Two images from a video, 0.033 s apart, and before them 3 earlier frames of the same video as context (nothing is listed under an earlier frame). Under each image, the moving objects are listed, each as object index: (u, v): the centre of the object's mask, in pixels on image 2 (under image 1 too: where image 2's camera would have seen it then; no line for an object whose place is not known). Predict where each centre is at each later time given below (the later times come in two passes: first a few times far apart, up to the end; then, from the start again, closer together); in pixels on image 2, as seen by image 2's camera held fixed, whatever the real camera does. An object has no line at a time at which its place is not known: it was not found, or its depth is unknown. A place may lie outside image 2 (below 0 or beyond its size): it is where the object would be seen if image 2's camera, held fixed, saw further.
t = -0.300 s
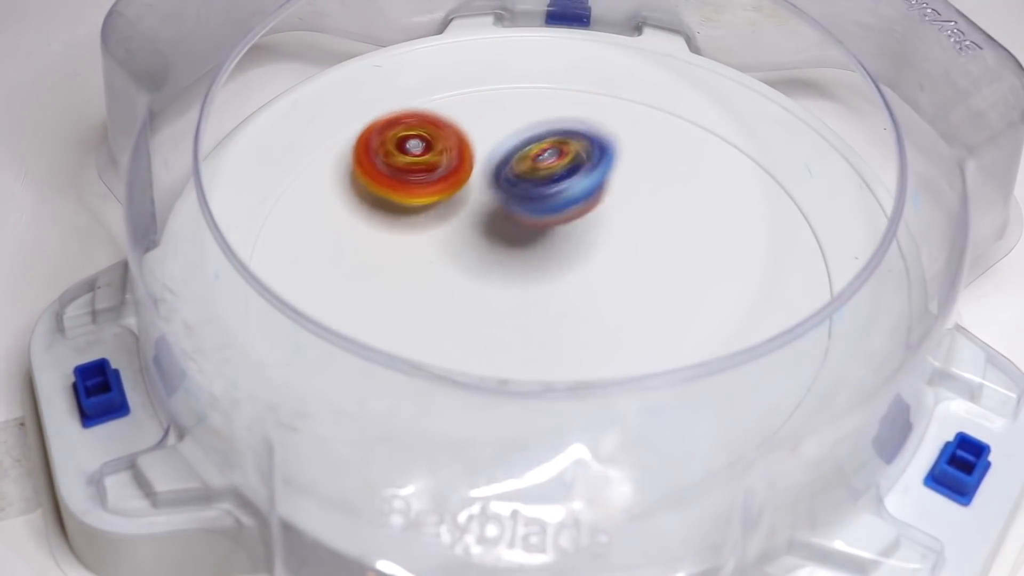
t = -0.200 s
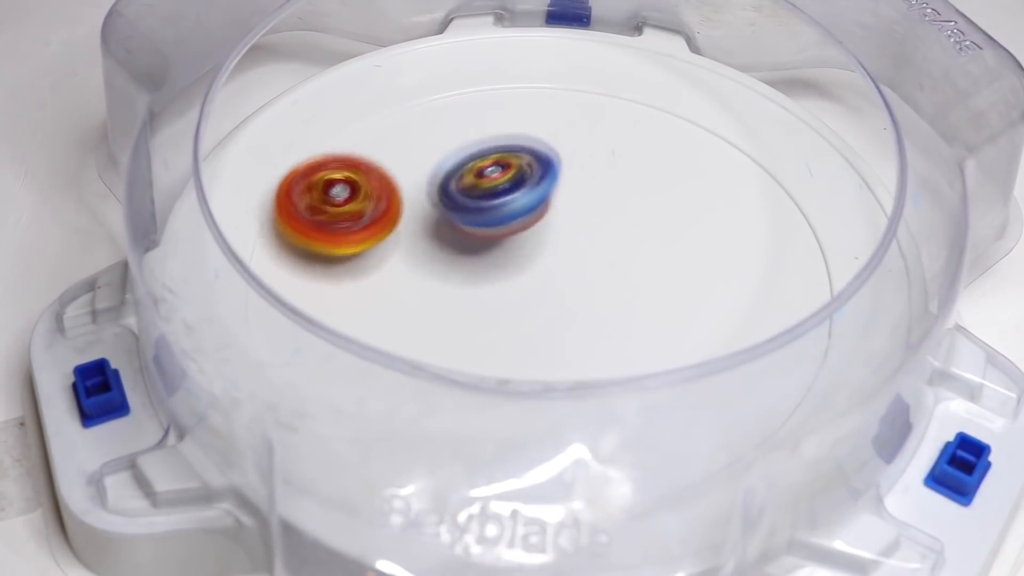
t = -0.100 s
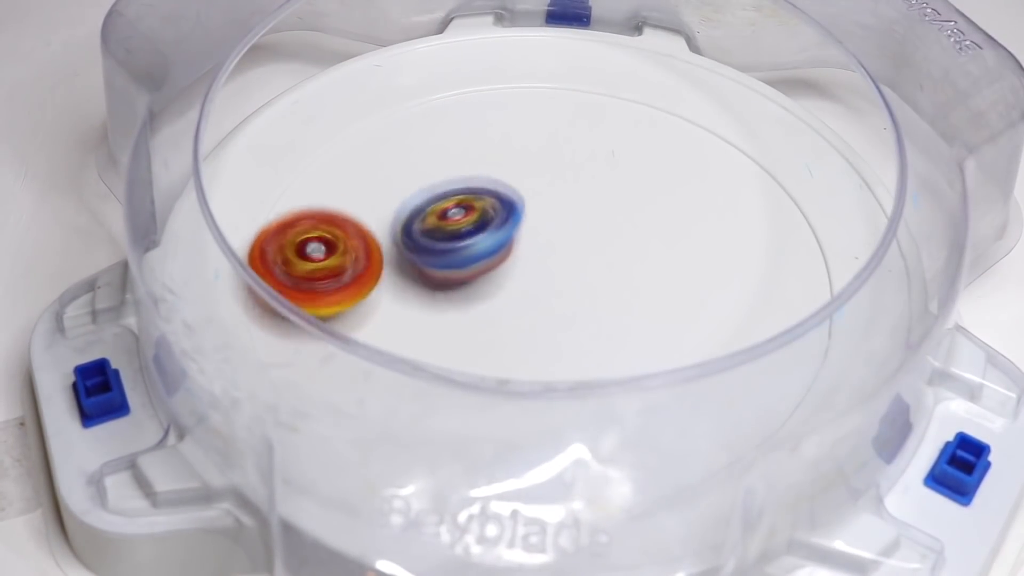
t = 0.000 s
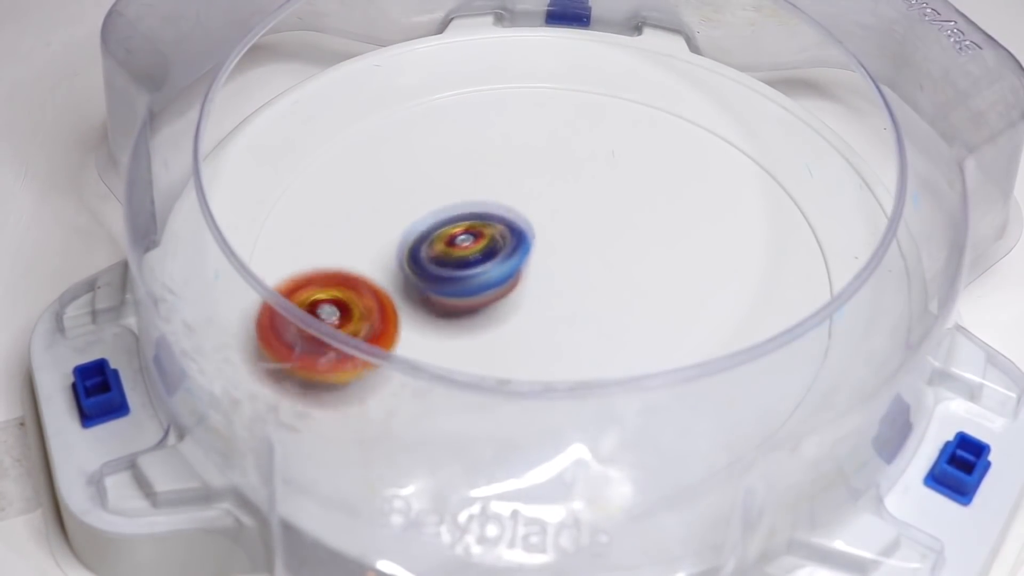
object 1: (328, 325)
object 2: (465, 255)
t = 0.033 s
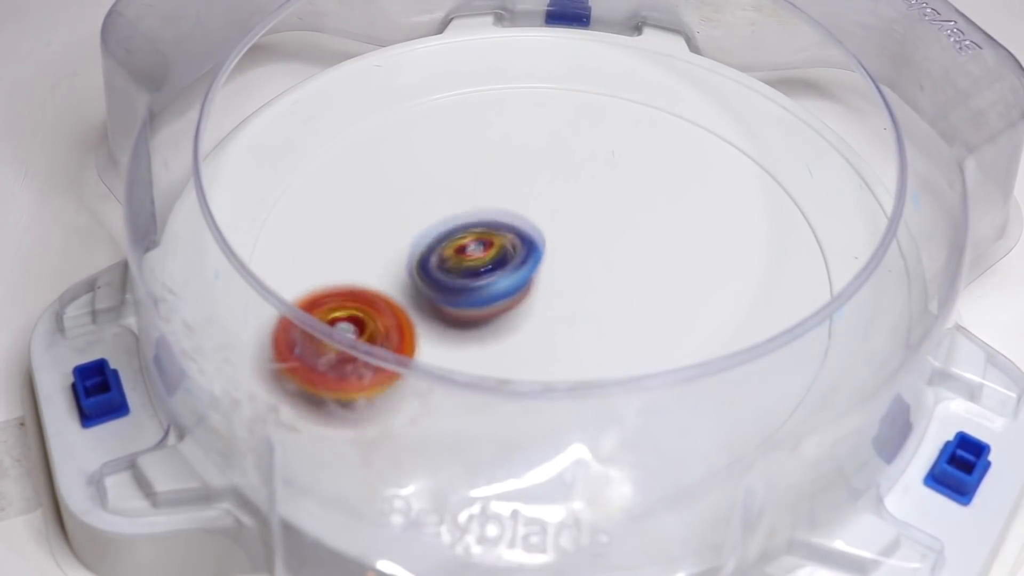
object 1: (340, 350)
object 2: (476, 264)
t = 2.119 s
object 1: (478, 272)
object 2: (673, 450)
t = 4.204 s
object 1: (606, 236)
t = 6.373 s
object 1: (489, 270)
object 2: (393, 137)
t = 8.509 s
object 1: (560, 262)
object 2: (505, 124)
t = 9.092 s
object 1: (529, 233)
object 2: (600, 389)
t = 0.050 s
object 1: (354, 356)
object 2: (481, 277)
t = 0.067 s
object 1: (367, 363)
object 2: (486, 279)
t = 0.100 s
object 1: (400, 375)
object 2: (498, 289)
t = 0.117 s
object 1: (415, 379)
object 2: (505, 289)
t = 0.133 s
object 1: (431, 383)
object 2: (512, 291)
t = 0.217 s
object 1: (508, 400)
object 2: (557, 292)
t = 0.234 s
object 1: (527, 402)
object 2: (565, 291)
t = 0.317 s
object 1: (593, 407)
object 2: (602, 259)
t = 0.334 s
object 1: (607, 403)
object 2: (607, 251)
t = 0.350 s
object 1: (618, 404)
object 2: (610, 243)
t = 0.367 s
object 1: (626, 397)
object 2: (612, 236)
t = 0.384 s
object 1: (639, 395)
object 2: (613, 229)
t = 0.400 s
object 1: (647, 393)
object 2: (612, 222)
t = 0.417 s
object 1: (655, 371)
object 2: (610, 216)
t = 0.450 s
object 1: (663, 355)
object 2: (603, 206)
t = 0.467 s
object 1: (661, 337)
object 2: (598, 201)
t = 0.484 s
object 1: (665, 332)
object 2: (592, 197)
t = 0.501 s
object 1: (669, 325)
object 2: (585, 194)
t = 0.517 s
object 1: (671, 319)
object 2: (576, 190)
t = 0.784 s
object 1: (549, 182)
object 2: (389, 228)
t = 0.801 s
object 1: (538, 179)
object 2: (379, 233)
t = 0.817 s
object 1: (528, 177)
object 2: (369, 243)
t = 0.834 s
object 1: (518, 176)
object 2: (361, 251)
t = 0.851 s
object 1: (507, 177)
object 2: (353, 260)
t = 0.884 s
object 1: (487, 180)
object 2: (345, 276)
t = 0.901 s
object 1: (478, 183)
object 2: (344, 283)
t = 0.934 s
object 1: (460, 190)
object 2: (337, 312)
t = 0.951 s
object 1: (451, 196)
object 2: (339, 321)
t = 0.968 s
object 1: (443, 201)
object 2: (341, 333)
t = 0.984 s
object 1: (436, 207)
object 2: (340, 351)
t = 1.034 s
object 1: (421, 228)
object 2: (370, 381)
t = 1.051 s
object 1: (418, 235)
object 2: (381, 394)
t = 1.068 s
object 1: (416, 243)
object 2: (397, 404)
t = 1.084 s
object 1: (416, 252)
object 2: (415, 414)
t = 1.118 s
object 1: (418, 268)
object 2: (460, 439)
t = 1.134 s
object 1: (421, 276)
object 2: (487, 432)
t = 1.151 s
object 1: (427, 284)
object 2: (511, 440)
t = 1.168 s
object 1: (432, 291)
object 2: (534, 449)
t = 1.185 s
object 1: (439, 298)
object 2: (565, 438)
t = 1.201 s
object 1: (448, 305)
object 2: (606, 432)
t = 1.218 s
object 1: (457, 311)
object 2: (630, 431)
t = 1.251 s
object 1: (478, 321)
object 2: (679, 403)
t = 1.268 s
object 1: (489, 324)
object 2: (693, 389)
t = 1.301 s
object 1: (514, 328)
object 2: (727, 352)
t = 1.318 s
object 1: (526, 329)
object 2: (741, 334)
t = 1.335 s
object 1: (538, 328)
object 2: (743, 307)
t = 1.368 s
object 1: (562, 325)
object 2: (764, 278)
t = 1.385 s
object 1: (572, 322)
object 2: (766, 260)
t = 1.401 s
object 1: (582, 319)
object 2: (765, 238)
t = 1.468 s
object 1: (613, 302)
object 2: (740, 167)
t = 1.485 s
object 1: (618, 296)
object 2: (728, 151)
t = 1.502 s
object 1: (623, 291)
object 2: (715, 135)
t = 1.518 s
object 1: (626, 285)
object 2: (700, 120)
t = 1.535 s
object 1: (628, 279)
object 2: (684, 106)
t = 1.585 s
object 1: (627, 262)
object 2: (628, 72)
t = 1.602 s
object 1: (625, 257)
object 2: (606, 63)
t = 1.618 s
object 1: (621, 253)
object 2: (586, 57)
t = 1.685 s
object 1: (601, 238)
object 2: (486, 58)
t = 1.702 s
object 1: (595, 237)
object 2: (461, 63)
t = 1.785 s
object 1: (557, 228)
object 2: (339, 111)
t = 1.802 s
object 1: (548, 227)
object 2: (315, 126)
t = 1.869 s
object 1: (511, 223)
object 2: (258, 213)
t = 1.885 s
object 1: (502, 223)
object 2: (252, 241)
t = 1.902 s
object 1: (494, 223)
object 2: (254, 270)
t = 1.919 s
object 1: (487, 225)
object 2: (260, 299)
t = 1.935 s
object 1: (482, 227)
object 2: (270, 328)
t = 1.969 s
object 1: (471, 232)
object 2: (316, 380)
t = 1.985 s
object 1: (468, 235)
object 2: (344, 408)
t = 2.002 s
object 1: (466, 238)
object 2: (376, 428)
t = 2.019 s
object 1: (465, 242)
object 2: (415, 442)
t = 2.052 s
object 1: (465, 252)
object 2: (501, 457)
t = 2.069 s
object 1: (467, 257)
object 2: (542, 457)
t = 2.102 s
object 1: (473, 266)
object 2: (630, 465)
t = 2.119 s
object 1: (478, 272)
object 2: (673, 450)
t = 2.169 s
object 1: (496, 283)
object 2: (771, 404)
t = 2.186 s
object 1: (502, 286)
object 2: (794, 387)
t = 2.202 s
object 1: (510, 288)
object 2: (812, 355)
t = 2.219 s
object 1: (517, 289)
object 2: (826, 328)
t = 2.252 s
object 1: (531, 290)
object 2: (833, 269)
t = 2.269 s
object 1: (539, 289)
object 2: (823, 240)
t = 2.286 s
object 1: (546, 288)
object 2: (824, 214)
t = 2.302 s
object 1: (554, 286)
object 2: (811, 188)
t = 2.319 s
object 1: (561, 284)
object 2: (795, 163)
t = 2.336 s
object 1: (568, 280)
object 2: (774, 140)
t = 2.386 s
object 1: (584, 269)
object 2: (686, 85)
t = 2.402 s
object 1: (587, 263)
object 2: (650, 70)
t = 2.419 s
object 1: (591, 258)
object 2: (615, 62)
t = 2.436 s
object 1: (593, 253)
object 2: (577, 60)
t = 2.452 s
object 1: (594, 248)
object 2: (535, 56)
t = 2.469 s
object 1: (594, 243)
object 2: (495, 54)
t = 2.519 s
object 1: (588, 228)
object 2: (383, 83)
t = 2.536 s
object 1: (585, 223)
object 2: (353, 99)
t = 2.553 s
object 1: (580, 219)
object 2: (324, 120)
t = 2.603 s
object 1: (562, 210)
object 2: (266, 191)
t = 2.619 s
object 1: (554, 208)
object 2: (257, 221)
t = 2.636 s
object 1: (546, 207)
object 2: (252, 252)
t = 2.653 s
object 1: (539, 207)
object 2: (256, 283)
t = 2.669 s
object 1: (531, 207)
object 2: (266, 313)
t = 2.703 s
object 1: (516, 211)
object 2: (306, 369)
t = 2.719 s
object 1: (510, 215)
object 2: (327, 399)
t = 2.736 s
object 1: (503, 219)
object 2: (362, 419)
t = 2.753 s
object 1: (498, 223)
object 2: (396, 436)
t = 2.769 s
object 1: (493, 228)
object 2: (438, 449)
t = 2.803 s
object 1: (488, 239)
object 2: (517, 459)
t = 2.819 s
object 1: (487, 246)
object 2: (561, 460)
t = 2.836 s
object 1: (488, 253)
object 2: (601, 466)
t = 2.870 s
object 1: (490, 266)
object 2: (685, 449)
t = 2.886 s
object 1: (493, 272)
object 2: (707, 438)
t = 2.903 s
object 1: (497, 278)
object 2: (735, 425)
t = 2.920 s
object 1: (502, 283)
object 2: (765, 409)
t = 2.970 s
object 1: (521, 298)
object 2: (820, 342)
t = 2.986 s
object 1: (529, 301)
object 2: (827, 320)
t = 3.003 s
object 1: (537, 303)
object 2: (833, 287)
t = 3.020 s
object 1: (545, 305)
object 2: (834, 263)
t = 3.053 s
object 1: (561, 306)
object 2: (825, 218)
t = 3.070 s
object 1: (569, 305)
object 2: (815, 192)
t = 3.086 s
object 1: (578, 304)
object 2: (801, 169)
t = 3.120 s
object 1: (593, 299)
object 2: (762, 130)
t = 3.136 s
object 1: (600, 295)
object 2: (738, 112)
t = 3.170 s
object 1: (611, 288)
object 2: (685, 80)
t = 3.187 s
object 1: (615, 283)
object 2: (654, 70)
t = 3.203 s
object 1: (618, 278)
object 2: (622, 64)
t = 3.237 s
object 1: (622, 266)
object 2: (554, 50)
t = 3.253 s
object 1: (622, 260)
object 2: (517, 54)
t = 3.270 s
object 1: (621, 254)
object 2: (480, 55)
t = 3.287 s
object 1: (620, 248)
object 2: (445, 62)
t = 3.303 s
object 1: (617, 241)
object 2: (411, 72)
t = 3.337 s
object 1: (608, 231)
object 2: (349, 100)
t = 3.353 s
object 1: (602, 226)
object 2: (322, 120)
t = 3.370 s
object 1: (595, 222)
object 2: (299, 143)
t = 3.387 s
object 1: (587, 219)
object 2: (279, 165)
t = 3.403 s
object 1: (578, 216)
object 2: (267, 192)
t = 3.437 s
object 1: (561, 212)
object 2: (254, 250)
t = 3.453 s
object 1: (551, 212)
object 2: (255, 281)
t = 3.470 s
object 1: (542, 212)
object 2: (264, 311)
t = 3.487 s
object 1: (533, 214)
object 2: (281, 337)
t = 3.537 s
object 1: (507, 223)
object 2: (355, 412)
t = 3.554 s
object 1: (500, 227)
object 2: (388, 430)
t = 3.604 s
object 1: (481, 243)
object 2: (502, 458)
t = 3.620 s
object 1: (477, 250)
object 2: (533, 456)
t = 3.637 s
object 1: (474, 256)
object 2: (579, 462)
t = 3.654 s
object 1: (472, 264)
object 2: (615, 463)
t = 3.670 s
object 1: (472, 271)
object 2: (659, 450)
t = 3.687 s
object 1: (472, 278)
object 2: (688, 446)
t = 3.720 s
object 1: (477, 293)
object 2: (738, 421)
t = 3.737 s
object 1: (481, 300)
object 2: (759, 407)
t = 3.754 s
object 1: (486, 306)
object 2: (779, 393)
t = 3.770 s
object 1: (492, 312)
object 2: (789, 362)
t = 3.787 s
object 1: (499, 318)
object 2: (801, 344)
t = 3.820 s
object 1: (515, 326)
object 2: (810, 299)
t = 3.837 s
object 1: (524, 328)
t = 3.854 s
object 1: (534, 330)
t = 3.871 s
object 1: (544, 331)
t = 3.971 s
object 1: (601, 322)
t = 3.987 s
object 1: (608, 317)
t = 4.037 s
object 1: (625, 299)
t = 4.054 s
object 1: (629, 293)
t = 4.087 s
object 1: (632, 279)
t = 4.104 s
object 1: (632, 273)
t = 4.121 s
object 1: (631, 266)
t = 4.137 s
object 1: (628, 259)
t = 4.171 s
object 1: (619, 247)
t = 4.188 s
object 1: (613, 241)
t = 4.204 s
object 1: (606, 236)
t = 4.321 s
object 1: (538, 216)
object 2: (292, 152)
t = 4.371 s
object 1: (506, 216)
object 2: (258, 207)
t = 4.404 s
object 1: (488, 221)
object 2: (253, 253)
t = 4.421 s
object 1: (480, 224)
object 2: (255, 276)
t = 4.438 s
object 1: (472, 229)
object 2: (259, 298)
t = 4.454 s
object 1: (465, 233)
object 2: (267, 321)
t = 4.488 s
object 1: (455, 245)
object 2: (295, 362)
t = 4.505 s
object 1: (451, 250)
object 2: (314, 381)
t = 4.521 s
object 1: (449, 257)
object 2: (332, 400)
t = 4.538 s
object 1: (447, 265)
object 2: (355, 417)
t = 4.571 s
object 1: (448, 279)
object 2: (412, 441)
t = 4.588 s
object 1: (451, 286)
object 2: (444, 449)
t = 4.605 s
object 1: (454, 293)
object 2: (481, 454)
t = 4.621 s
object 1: (460, 300)
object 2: (509, 457)
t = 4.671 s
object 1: (480, 319)
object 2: (618, 461)
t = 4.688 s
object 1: (490, 323)
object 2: (657, 451)
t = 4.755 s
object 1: (531, 330)
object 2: (755, 406)
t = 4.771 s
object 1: (541, 330)
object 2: (770, 382)
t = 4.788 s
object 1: (552, 329)
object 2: (784, 360)
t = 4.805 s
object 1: (562, 328)
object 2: (797, 342)
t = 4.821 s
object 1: (570, 325)
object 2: (804, 319)
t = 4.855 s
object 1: (584, 316)
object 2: (809, 279)
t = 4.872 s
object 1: (590, 311)
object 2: (807, 256)
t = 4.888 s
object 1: (593, 305)
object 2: (807, 241)
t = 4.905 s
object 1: (596, 299)
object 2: (806, 224)
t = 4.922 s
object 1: (597, 293)
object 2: (799, 208)
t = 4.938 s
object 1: (598, 287)
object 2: (792, 190)
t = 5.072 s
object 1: (571, 232)
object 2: (671, 79)
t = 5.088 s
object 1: (566, 227)
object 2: (648, 71)
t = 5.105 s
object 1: (560, 222)
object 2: (625, 68)
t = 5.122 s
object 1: (553, 219)
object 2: (600, 65)
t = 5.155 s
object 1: (541, 214)
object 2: (550, 60)
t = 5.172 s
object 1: (534, 213)
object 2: (527, 57)
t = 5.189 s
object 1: (527, 213)
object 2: (503, 57)
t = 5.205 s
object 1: (521, 213)
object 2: (480, 57)
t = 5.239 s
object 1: (508, 217)
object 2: (437, 68)
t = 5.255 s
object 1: (501, 220)
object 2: (415, 74)
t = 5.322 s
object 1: (477, 239)
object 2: (340, 113)
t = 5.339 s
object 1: (472, 244)
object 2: (324, 126)
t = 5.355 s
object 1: (467, 251)
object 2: (310, 140)
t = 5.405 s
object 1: (461, 269)
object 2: (282, 190)
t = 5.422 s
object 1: (460, 275)
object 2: (280, 207)
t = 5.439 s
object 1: (460, 279)
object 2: (282, 224)
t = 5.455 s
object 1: (461, 284)
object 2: (287, 241)
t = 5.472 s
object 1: (464, 288)
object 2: (281, 271)
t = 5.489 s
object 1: (467, 292)
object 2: (287, 294)
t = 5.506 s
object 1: (472, 296)
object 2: (297, 306)
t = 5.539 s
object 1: (485, 302)
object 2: (320, 358)
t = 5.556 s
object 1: (493, 304)
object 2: (337, 375)
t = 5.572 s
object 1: (501, 306)
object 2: (356, 402)
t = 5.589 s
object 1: (510, 307)
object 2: (378, 415)
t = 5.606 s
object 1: (519, 307)
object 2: (409, 419)
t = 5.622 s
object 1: (527, 306)
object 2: (436, 437)
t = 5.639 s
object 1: (536, 305)
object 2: (469, 441)
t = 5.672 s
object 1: (553, 300)
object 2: (529, 450)
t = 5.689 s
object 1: (560, 296)
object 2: (564, 452)
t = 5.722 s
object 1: (572, 288)
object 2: (625, 447)
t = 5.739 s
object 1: (577, 285)
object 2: (658, 437)
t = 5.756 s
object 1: (581, 281)
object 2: (690, 433)
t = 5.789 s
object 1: (585, 275)
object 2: (734, 411)
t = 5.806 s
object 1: (586, 271)
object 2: (749, 388)
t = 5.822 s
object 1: (586, 266)
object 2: (766, 371)
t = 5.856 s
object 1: (585, 256)
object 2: (796, 340)
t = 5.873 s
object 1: (584, 251)
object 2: (803, 314)
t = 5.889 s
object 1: (582, 245)
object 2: (807, 297)
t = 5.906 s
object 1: (578, 240)
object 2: (810, 278)
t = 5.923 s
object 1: (575, 236)
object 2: (807, 259)
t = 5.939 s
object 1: (571, 232)
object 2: (809, 245)
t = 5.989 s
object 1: (559, 225)
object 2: (799, 201)
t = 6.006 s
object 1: (555, 223)
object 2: (789, 188)
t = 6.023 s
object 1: (552, 223)
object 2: (780, 176)
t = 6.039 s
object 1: (549, 223)
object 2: (769, 165)
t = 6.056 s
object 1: (547, 223)
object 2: (756, 153)
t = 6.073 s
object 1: (545, 225)
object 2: (742, 142)
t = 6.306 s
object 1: (492, 264)
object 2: (460, 106)
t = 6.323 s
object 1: (490, 265)
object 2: (443, 113)
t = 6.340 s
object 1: (489, 267)
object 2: (425, 118)
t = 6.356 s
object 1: (489, 268)
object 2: (408, 127)
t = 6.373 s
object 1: (489, 270)
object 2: (393, 137)
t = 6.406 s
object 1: (492, 274)
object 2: (366, 160)
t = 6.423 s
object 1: (495, 277)
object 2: (356, 174)
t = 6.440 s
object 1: (498, 279)
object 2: (346, 187)
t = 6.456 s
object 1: (502, 282)
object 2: (339, 201)
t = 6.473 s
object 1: (506, 284)
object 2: (331, 217)
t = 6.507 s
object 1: (517, 288)
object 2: (325, 250)
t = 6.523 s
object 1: (522, 289)
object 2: (327, 263)
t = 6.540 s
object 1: (527, 291)
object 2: (334, 278)
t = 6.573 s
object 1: (536, 291)
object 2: (336, 321)
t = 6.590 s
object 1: (539, 291)
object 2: (340, 349)
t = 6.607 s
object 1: (542, 290)
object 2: (360, 358)
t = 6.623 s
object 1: (544, 288)
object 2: (373, 378)
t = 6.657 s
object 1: (547, 285)
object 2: (410, 408)
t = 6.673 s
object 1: (548, 283)
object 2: (430, 431)
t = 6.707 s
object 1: (549, 278)
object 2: (484, 440)
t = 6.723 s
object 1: (549, 275)
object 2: (514, 439)
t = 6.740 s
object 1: (549, 272)
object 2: (534, 449)
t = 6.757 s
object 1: (550, 269)
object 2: (566, 446)
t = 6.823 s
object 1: (550, 256)
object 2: (675, 430)
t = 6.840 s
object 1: (551, 253)
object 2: (699, 423)
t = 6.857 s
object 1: (552, 251)
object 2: (712, 402)
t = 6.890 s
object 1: (554, 248)
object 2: (743, 372)
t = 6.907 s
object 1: (555, 247)
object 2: (759, 359)
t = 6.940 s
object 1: (557, 245)
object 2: (770, 320)
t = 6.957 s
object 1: (557, 246)
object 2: (763, 296)
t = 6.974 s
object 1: (558, 246)
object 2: (771, 285)
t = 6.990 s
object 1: (558, 247)
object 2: (774, 275)
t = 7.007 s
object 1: (558, 248)
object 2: (775, 263)
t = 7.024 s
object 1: (559, 249)
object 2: (772, 245)
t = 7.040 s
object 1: (559, 251)
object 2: (764, 233)
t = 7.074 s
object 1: (559, 255)
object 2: (748, 210)
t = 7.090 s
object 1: (558, 258)
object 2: (738, 199)
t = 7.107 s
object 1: (557, 260)
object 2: (728, 186)
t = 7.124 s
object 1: (555, 262)
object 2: (715, 177)
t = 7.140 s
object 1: (554, 264)
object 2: (701, 168)
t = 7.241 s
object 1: (543, 275)
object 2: (610, 131)
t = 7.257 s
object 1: (541, 277)
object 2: (593, 128)
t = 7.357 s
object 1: (528, 282)
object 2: (492, 128)
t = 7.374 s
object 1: (526, 282)
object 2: (477, 127)
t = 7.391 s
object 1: (524, 281)
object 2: (460, 131)
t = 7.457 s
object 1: (514, 277)
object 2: (403, 154)
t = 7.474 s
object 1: (513, 275)
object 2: (390, 159)
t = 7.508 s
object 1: (512, 270)
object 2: (367, 176)
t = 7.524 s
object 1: (511, 267)
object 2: (357, 185)
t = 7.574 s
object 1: (516, 260)
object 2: (337, 215)
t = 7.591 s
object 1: (519, 258)
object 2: (331, 226)
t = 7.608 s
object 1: (522, 258)
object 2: (328, 238)
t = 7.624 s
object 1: (524, 258)
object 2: (326, 249)
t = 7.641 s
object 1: (527, 258)
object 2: (330, 259)
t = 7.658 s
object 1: (528, 258)
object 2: (333, 269)
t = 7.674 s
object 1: (529, 260)
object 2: (340, 278)
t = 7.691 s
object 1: (530, 261)
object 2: (337, 297)
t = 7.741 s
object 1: (535, 269)
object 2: (366, 333)
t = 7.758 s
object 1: (536, 272)
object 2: (376, 346)
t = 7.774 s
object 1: (536, 274)
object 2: (390, 353)
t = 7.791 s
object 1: (537, 276)
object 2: (401, 373)
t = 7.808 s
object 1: (537, 278)
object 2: (419, 376)
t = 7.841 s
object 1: (538, 282)
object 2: (456, 393)
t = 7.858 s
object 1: (538, 284)
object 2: (477, 392)
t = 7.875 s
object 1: (538, 284)
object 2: (500, 401)
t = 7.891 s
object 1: (537, 284)
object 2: (516, 402)
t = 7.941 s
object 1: (534, 284)
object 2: (579, 399)
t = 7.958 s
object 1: (534, 285)
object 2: (593, 378)
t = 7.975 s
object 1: (534, 284)
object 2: (614, 380)
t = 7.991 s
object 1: (533, 284)
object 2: (628, 372)
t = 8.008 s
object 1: (533, 282)
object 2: (643, 361)
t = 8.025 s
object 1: (532, 281)
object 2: (659, 349)
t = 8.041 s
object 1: (531, 280)
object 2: (665, 329)
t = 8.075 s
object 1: (531, 278)
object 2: (689, 317)
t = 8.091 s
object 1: (531, 276)
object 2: (695, 310)
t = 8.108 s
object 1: (530, 274)
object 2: (703, 300)
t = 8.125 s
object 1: (529, 272)
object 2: (709, 289)
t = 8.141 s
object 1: (529, 270)
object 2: (711, 276)
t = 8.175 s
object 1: (528, 267)
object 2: (710, 252)
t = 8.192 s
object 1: (529, 265)
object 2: (710, 240)
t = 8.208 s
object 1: (529, 263)
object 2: (706, 229)
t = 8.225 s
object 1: (529, 260)
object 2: (702, 218)
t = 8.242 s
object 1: (529, 258)
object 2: (696, 207)
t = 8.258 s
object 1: (530, 257)
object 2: (689, 198)
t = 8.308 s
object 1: (535, 252)
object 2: (664, 171)
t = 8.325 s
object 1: (537, 251)
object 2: (655, 163)
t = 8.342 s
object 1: (539, 250)
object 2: (643, 157)
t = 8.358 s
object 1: (541, 250)
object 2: (631, 150)
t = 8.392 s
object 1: (547, 250)
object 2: (605, 139)
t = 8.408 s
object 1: (549, 251)
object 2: (593, 134)
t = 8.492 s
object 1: (559, 259)
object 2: (521, 123)
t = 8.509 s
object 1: (560, 262)
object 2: (505, 124)
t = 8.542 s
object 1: (560, 266)
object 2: (475, 128)
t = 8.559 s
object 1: (560, 269)
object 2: (460, 132)
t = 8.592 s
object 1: (559, 275)
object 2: (431, 143)
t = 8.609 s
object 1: (557, 277)
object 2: (418, 150)
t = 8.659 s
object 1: (549, 283)
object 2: (385, 177)
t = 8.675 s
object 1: (547, 285)
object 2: (376, 188)
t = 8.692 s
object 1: (544, 287)
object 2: (370, 199)
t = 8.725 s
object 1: (537, 288)
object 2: (361, 222)
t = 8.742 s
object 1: (534, 288)
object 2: (358, 236)
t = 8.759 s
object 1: (531, 289)
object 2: (359, 248)
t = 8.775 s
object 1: (528, 289)
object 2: (360, 262)
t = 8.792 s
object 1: (525, 288)
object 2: (363, 274)
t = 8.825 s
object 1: (517, 286)
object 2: (377, 291)
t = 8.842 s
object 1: (514, 285)
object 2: (387, 301)
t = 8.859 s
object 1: (513, 283)
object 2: (398, 308)
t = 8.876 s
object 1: (512, 280)
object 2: (401, 331)
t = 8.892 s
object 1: (509, 276)
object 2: (409, 344)
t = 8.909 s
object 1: (508, 272)
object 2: (425, 350)
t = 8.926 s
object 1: (505, 268)
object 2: (437, 364)
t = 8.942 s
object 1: (505, 266)
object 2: (451, 369)
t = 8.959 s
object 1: (505, 262)
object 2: (466, 373)
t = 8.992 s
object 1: (506, 253)
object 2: (500, 401)
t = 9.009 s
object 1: (509, 248)
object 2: (513, 393)
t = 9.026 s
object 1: (512, 244)
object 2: (531, 401)
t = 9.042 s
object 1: (517, 240)
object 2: (548, 402)
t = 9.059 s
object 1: (521, 237)
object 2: (569, 398)
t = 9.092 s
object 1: (529, 233)
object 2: (600, 389)
